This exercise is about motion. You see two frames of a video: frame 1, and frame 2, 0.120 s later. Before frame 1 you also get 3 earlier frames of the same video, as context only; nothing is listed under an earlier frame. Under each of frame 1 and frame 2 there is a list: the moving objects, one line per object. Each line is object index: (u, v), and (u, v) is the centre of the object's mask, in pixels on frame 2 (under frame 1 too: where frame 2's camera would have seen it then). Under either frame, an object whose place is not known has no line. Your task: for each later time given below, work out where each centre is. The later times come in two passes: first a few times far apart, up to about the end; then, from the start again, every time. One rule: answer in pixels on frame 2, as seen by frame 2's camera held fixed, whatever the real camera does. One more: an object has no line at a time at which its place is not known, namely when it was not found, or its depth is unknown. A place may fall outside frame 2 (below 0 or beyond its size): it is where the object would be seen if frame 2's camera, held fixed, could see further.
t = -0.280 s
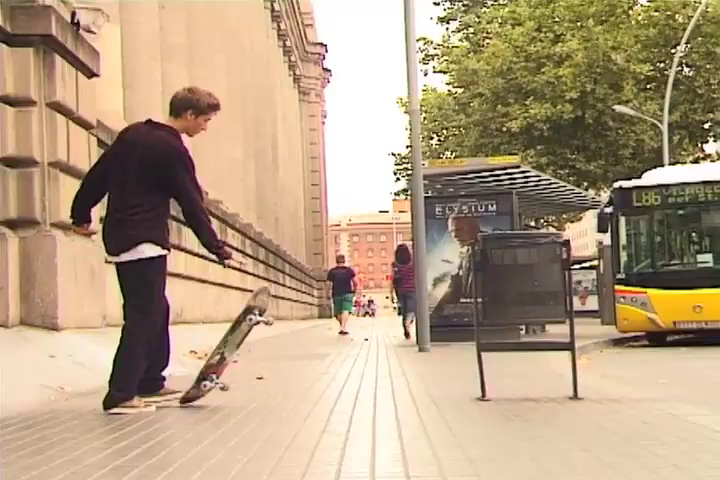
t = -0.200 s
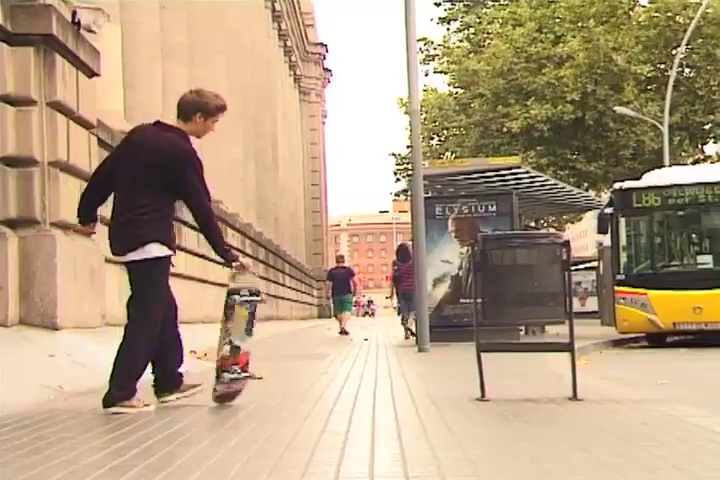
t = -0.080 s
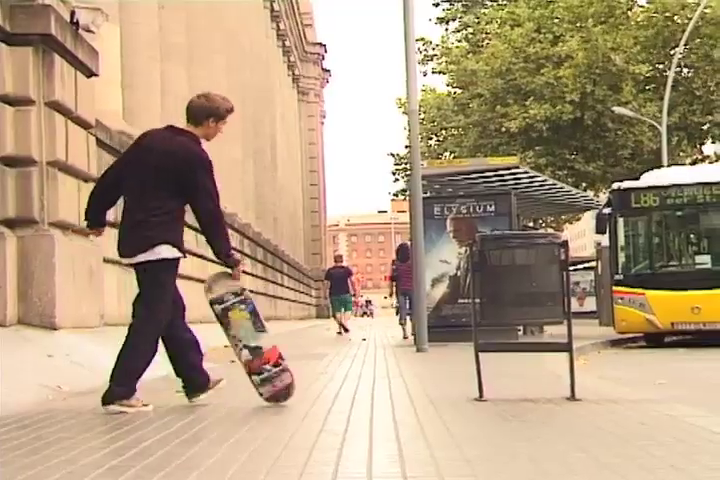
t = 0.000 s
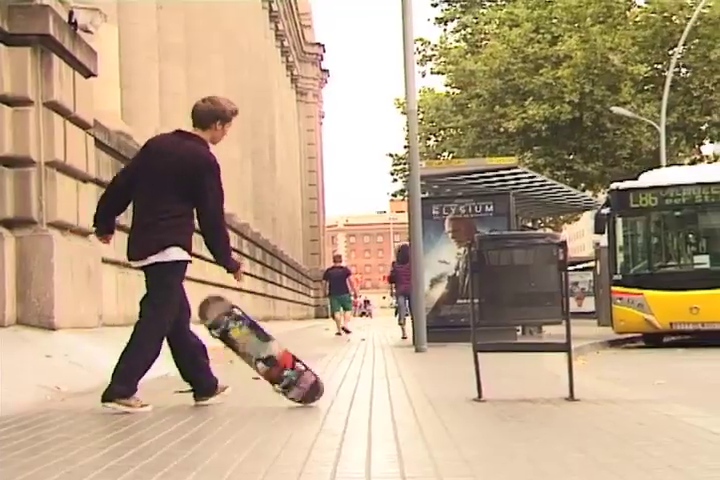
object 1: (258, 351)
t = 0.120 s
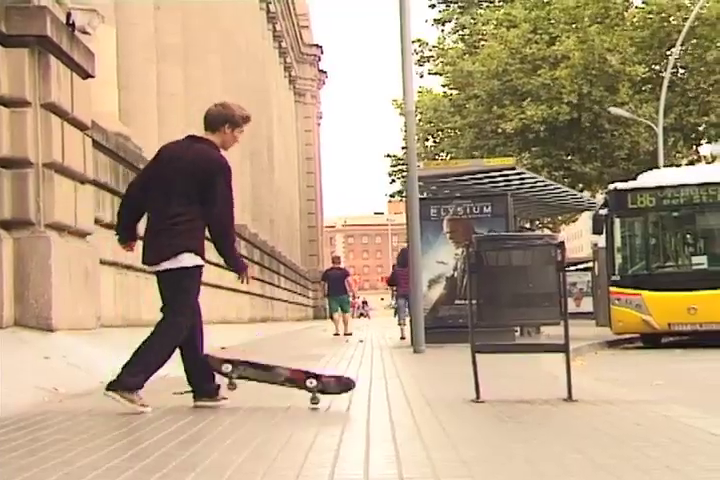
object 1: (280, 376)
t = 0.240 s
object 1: (297, 389)
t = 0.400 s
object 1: (324, 392)
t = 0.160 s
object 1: (283, 384)
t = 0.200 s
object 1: (285, 389)
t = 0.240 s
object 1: (297, 389)
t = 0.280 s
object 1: (306, 387)
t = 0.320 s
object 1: (313, 387)
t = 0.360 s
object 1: (319, 389)
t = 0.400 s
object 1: (324, 392)
